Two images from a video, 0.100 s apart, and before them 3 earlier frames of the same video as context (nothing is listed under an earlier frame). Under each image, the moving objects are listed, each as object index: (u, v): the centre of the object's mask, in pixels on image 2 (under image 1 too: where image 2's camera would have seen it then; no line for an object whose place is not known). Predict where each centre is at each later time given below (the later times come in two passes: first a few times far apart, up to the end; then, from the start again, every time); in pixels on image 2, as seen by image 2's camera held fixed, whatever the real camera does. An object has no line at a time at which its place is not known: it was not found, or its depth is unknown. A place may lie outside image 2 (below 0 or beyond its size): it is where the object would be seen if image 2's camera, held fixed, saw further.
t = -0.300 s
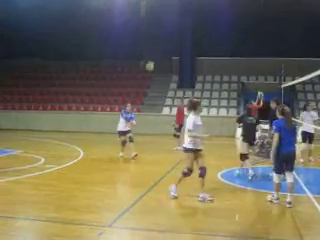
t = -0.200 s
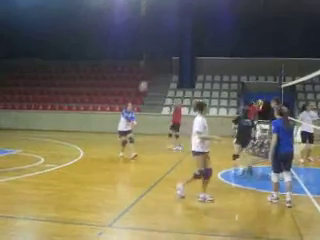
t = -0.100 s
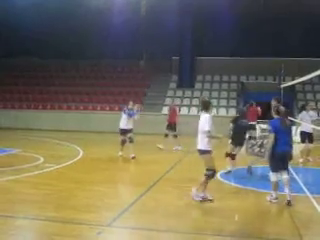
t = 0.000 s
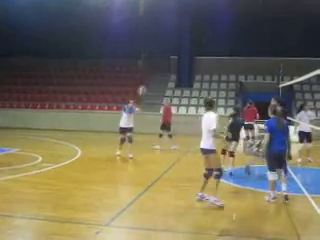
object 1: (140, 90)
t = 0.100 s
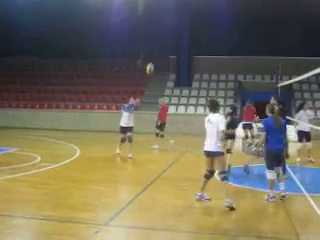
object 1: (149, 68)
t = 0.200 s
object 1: (159, 49)
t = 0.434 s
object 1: (181, 19)
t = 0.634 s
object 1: (202, 10)
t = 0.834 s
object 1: (223, 16)
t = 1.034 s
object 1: (246, 42)
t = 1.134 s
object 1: (257, 62)
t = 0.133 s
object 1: (152, 61)
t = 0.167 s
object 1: (156, 55)
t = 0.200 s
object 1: (159, 49)
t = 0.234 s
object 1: (162, 43)
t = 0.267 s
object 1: (165, 39)
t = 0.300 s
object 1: (168, 34)
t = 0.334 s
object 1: (171, 29)
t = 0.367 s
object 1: (175, 25)
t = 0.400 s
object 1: (178, 22)
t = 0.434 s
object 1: (181, 19)
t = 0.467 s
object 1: (185, 16)
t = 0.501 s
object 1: (188, 14)
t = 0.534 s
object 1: (191, 12)
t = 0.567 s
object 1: (195, 11)
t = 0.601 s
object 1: (199, 10)
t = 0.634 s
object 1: (202, 10)
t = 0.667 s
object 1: (205, 10)
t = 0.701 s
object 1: (209, 10)
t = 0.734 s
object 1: (212, 11)
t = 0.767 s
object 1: (216, 12)
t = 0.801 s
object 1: (219, 13)
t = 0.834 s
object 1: (223, 16)
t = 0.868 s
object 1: (227, 19)
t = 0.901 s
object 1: (230, 23)
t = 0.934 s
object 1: (234, 27)
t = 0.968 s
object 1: (238, 31)
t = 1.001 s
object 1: (242, 36)
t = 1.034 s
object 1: (246, 42)
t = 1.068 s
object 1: (249, 48)
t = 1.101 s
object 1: (253, 55)
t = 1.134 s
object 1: (257, 62)
